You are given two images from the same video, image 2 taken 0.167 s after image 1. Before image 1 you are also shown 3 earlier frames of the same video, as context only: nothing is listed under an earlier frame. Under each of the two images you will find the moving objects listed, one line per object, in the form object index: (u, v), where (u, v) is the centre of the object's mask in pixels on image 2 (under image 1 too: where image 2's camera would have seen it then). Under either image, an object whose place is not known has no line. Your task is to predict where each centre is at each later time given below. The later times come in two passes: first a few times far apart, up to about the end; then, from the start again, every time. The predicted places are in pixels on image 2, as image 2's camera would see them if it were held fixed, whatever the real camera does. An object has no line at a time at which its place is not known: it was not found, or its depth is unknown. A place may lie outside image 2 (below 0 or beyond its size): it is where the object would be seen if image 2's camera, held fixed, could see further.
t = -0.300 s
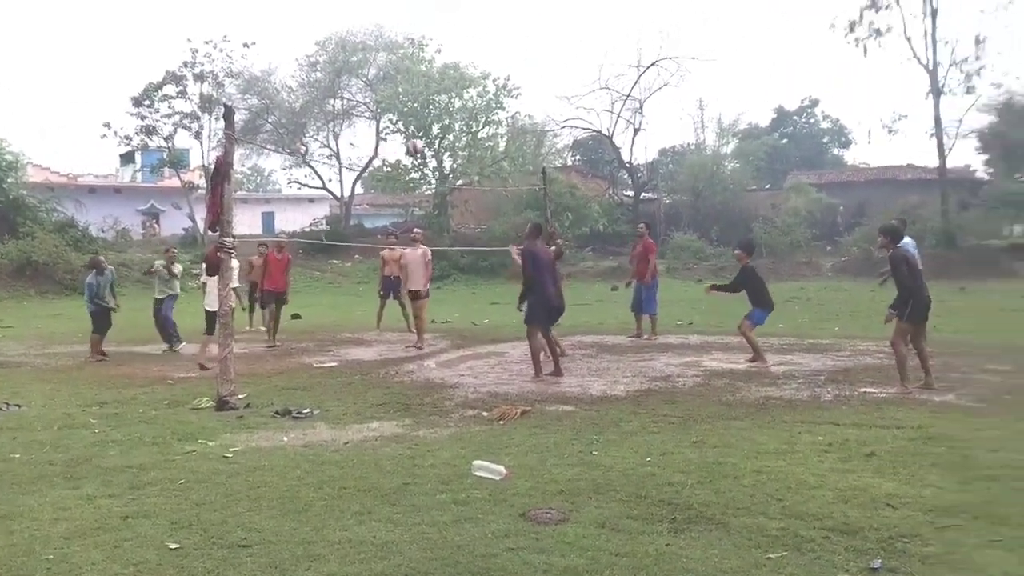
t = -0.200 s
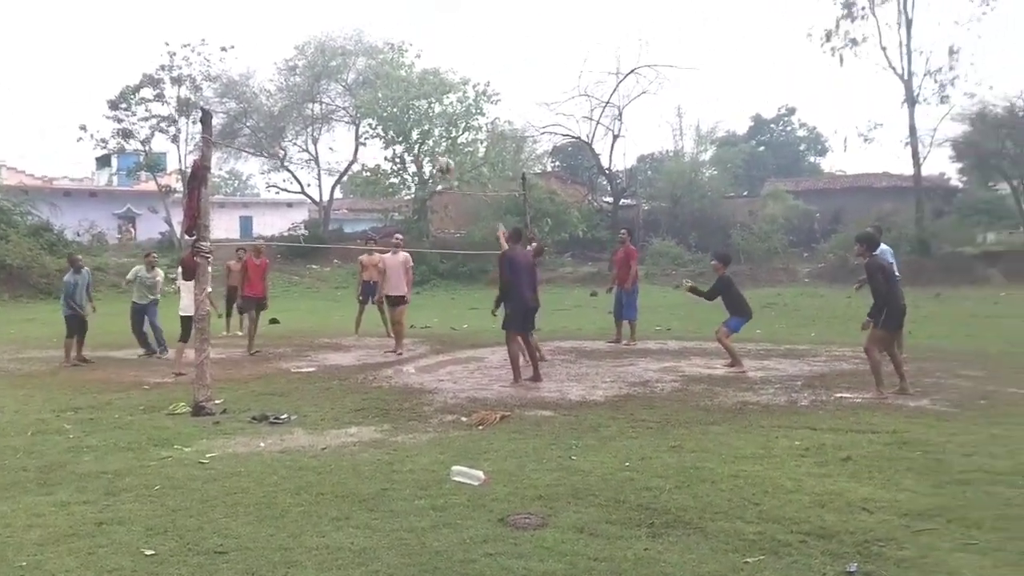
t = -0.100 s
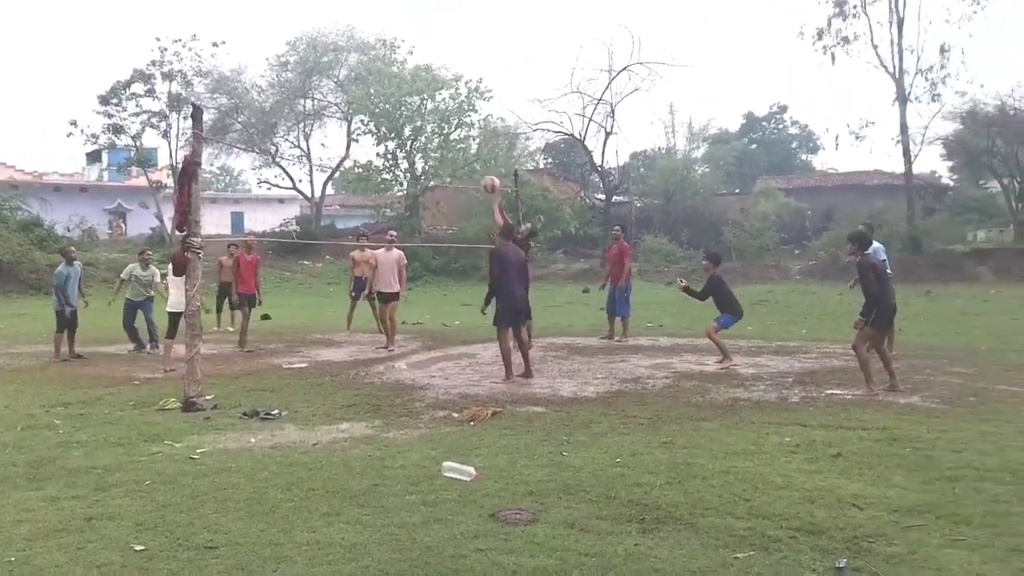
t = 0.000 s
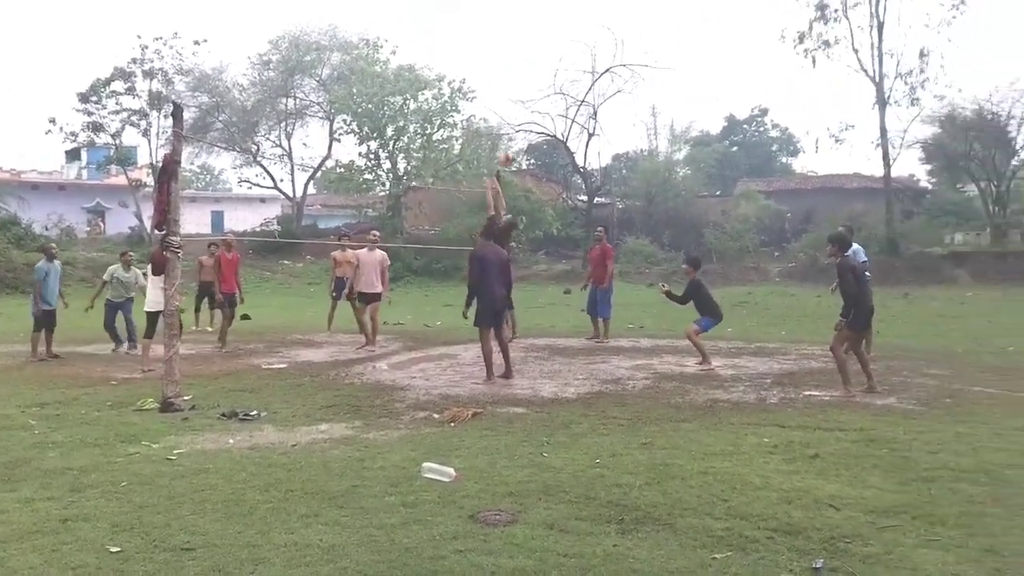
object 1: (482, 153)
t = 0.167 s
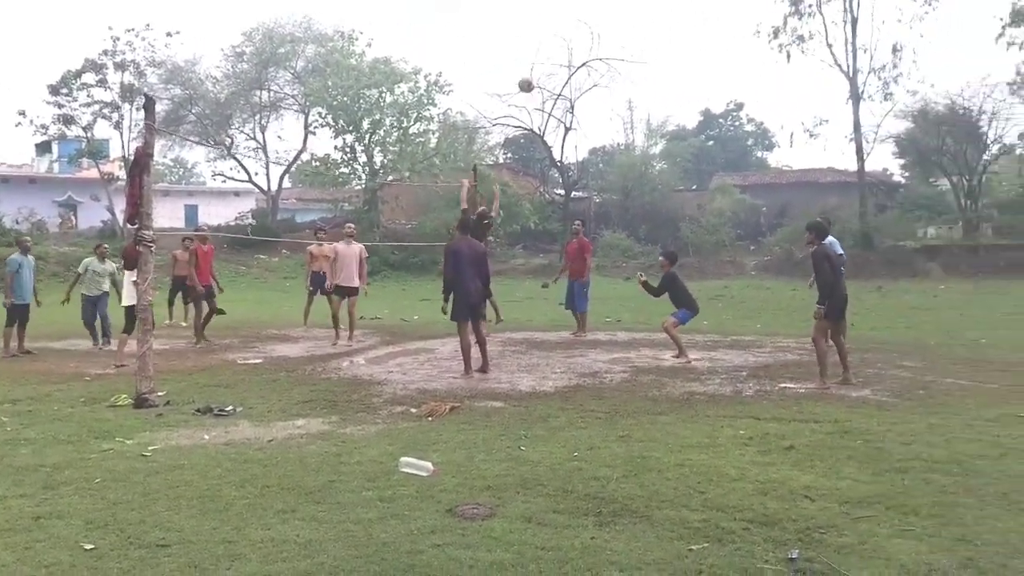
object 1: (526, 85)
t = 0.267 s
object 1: (550, 56)
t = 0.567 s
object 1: (622, 17)
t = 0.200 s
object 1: (534, 75)
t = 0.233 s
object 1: (542, 65)
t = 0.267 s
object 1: (550, 56)
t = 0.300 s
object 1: (558, 48)
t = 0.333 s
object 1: (566, 41)
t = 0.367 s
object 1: (574, 35)
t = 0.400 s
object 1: (582, 30)
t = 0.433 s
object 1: (590, 26)
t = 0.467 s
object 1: (598, 22)
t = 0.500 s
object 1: (606, 19)
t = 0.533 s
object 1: (614, 18)
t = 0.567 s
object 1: (622, 17)
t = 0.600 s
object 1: (630, 17)
